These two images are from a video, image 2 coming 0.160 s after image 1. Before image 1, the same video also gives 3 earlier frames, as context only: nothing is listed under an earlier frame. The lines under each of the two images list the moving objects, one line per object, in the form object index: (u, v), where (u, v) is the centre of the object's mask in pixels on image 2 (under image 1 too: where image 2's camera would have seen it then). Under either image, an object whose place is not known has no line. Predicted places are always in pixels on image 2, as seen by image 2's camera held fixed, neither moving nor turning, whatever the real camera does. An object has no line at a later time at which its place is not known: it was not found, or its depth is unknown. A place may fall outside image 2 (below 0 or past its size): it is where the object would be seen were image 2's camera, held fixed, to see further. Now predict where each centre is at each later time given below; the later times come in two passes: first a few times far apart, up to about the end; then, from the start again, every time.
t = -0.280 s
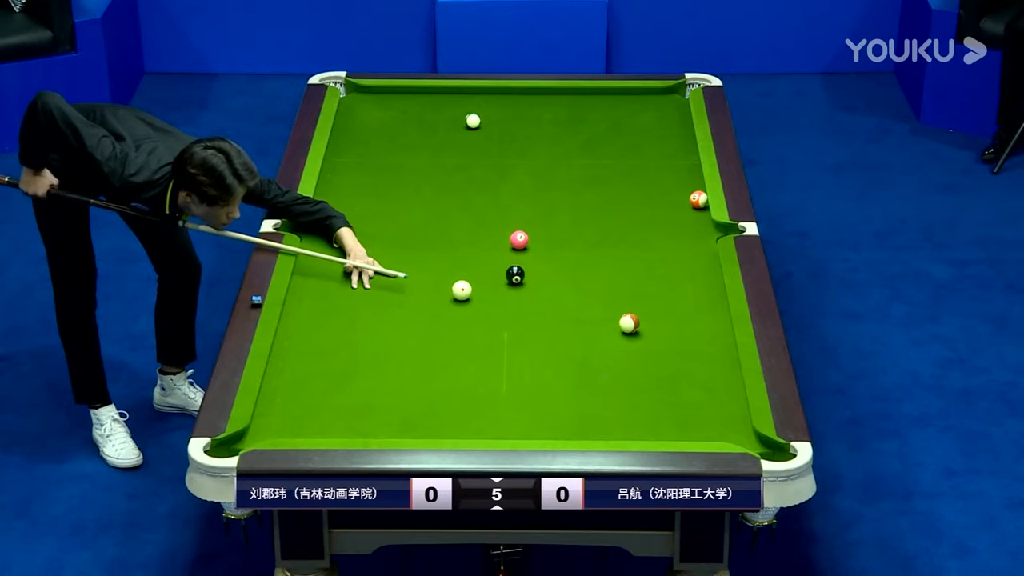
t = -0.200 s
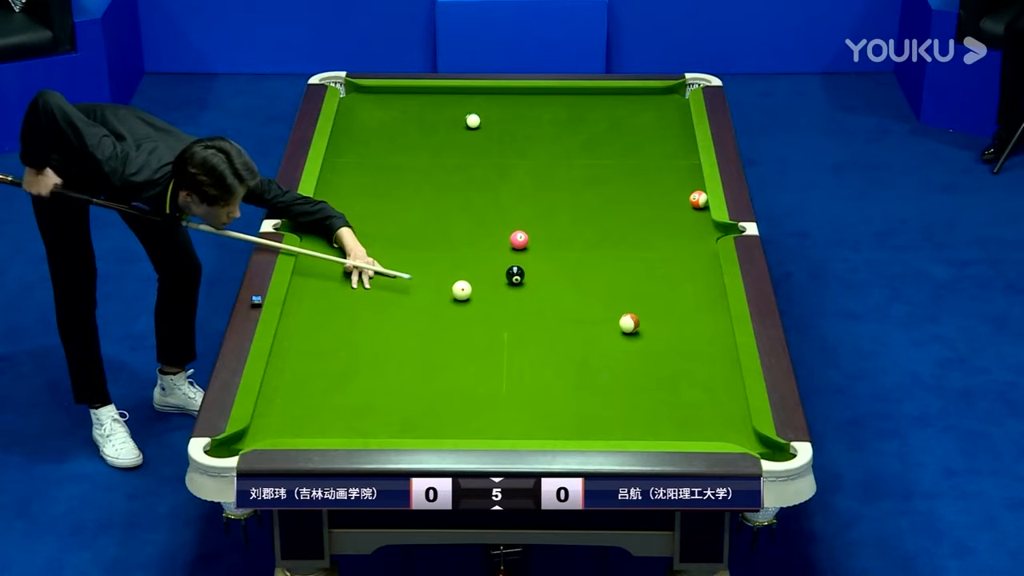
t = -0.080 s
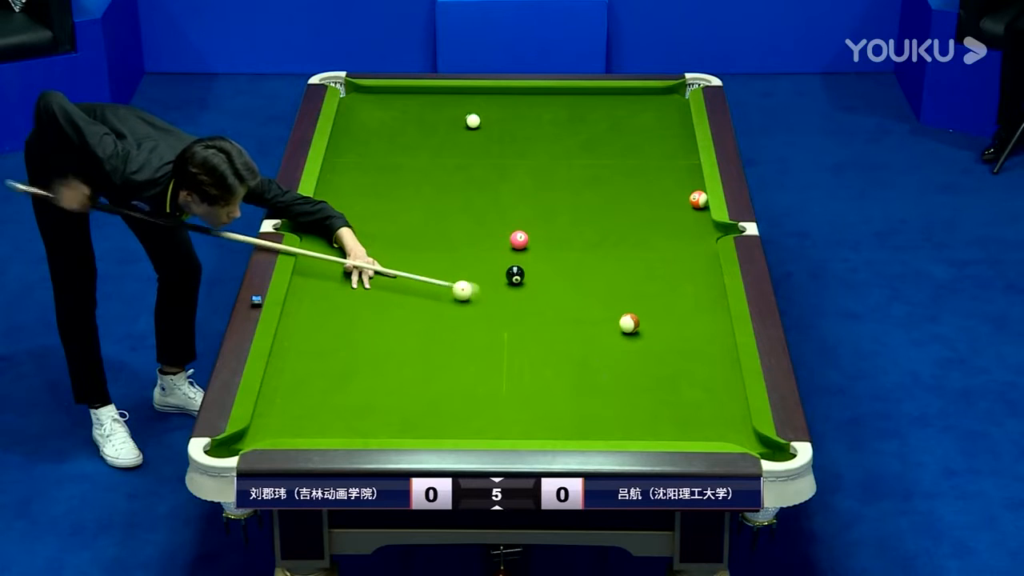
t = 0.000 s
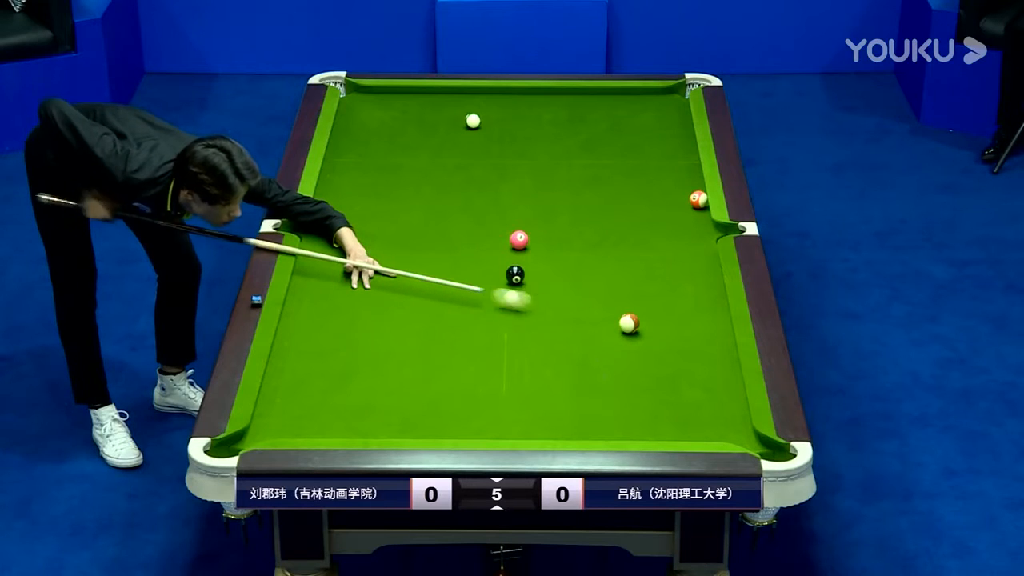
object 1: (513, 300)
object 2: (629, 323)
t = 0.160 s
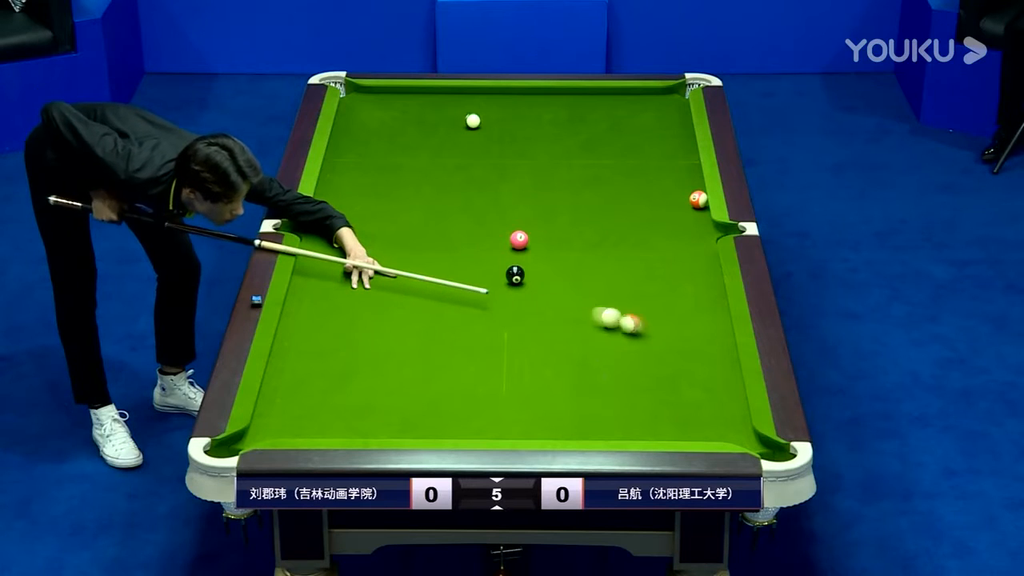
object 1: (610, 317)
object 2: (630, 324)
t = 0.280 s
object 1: (621, 316)
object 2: (692, 340)
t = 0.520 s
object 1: (662, 317)
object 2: (672, 357)
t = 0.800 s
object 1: (711, 320)
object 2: (592, 371)
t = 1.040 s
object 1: (701, 322)
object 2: (523, 382)
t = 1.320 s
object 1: (672, 325)
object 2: (442, 398)
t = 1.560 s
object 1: (648, 327)
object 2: (374, 410)
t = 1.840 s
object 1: (623, 329)
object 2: (295, 423)
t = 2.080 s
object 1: (603, 331)
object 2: (268, 433)
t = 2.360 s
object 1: (582, 334)
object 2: (285, 423)
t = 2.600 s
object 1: (566, 336)
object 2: (297, 411)
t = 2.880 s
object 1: (549, 338)
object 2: (311, 398)
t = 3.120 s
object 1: (536, 339)
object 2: (321, 388)
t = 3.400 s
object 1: (523, 341)
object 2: (331, 378)
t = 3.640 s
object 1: (513, 342)
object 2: (339, 371)
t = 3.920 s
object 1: (503, 343)
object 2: (346, 364)
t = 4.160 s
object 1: (497, 343)
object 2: (351, 358)
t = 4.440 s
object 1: (491, 343)
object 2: (356, 353)
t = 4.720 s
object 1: (487, 344)
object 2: (359, 349)
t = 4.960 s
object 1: (486, 345)
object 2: (361, 347)
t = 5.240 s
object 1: (486, 344)
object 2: (363, 346)
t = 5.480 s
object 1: (486, 344)
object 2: (364, 345)
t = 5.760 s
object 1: (486, 344)
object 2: (364, 346)
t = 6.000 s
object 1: (486, 344)
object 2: (364, 346)
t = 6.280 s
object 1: (486, 345)
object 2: (364, 346)
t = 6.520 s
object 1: (486, 345)
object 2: (364, 346)
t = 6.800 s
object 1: (486, 344)
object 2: (364, 346)
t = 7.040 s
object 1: (486, 344)
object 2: (364, 346)
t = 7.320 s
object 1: (486, 345)
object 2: (364, 346)
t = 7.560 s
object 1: (486, 345)
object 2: (364, 346)
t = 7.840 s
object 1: (486, 345)
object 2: (364, 346)
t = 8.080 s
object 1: (486, 345)
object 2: (364, 346)
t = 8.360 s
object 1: (486, 345)
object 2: (364, 346)
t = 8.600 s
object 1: (486, 345)
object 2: (364, 346)
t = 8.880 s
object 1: (486, 345)
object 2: (364, 346)
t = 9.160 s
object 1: (486, 344)
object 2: (364, 346)
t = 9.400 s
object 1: (486, 345)
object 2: (364, 346)
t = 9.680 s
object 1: (486, 345)
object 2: (364, 346)
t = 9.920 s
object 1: (486, 345)
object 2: (364, 346)
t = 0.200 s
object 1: (613, 317)
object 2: (649, 329)
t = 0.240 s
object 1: (617, 316)
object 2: (671, 334)
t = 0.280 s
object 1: (621, 316)
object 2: (692, 340)
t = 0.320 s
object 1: (627, 316)
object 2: (713, 344)
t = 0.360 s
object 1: (633, 316)
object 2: (723, 349)
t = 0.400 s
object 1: (640, 316)
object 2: (710, 351)
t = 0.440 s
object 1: (648, 317)
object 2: (698, 353)
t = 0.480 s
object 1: (655, 317)
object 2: (684, 354)
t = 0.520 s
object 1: (662, 317)
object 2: (672, 357)
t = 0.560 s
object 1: (669, 318)
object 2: (662, 360)
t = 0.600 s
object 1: (676, 318)
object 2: (650, 361)
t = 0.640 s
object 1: (684, 318)
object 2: (639, 363)
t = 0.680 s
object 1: (690, 319)
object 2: (626, 364)
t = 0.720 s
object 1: (697, 319)
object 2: (614, 368)
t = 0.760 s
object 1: (704, 319)
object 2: (603, 369)
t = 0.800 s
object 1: (711, 320)
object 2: (592, 371)
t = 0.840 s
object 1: (718, 320)
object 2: (580, 372)
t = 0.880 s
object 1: (719, 321)
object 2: (568, 374)
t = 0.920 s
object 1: (714, 321)
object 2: (557, 378)
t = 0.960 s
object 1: (710, 322)
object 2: (546, 379)
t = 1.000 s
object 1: (705, 322)
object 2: (536, 381)
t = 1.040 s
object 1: (701, 322)
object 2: (523, 382)
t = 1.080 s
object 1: (697, 323)
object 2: (511, 385)
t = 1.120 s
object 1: (693, 323)
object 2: (500, 388)
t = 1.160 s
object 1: (688, 323)
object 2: (489, 389)
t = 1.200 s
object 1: (684, 324)
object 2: (479, 391)
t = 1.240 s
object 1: (680, 324)
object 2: (466, 391)
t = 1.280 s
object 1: (676, 324)
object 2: (453, 394)
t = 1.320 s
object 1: (672, 325)
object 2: (442, 398)
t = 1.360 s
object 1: (668, 325)
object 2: (431, 399)
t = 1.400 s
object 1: (664, 326)
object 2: (421, 401)
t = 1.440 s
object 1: (660, 326)
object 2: (409, 402)
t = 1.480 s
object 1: (656, 326)
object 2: (397, 404)
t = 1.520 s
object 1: (652, 327)
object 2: (384, 408)
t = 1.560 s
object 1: (648, 327)
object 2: (374, 410)
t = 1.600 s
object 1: (645, 327)
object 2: (363, 411)
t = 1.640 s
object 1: (641, 328)
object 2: (353, 413)
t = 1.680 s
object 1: (637, 328)
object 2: (340, 414)
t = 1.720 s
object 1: (634, 328)
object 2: (328, 417)
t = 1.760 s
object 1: (630, 328)
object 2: (316, 420)
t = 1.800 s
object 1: (627, 329)
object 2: (306, 421)
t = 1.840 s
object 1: (623, 329)
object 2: (295, 423)
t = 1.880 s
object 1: (620, 330)
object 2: (284, 425)
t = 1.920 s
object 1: (616, 330)
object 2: (272, 427)
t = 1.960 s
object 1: (613, 331)
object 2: (259, 429)
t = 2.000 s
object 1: (610, 331)
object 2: (259, 431)
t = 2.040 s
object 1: (607, 331)
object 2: (264, 432)
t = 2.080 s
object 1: (603, 331)
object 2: (268, 433)
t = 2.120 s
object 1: (600, 332)
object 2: (272, 433)
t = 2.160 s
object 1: (597, 332)
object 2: (274, 432)
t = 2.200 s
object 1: (594, 332)
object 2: (277, 430)
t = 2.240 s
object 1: (591, 333)
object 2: (279, 429)
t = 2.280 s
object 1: (588, 333)
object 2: (281, 427)
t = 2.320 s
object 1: (585, 333)
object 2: (283, 425)
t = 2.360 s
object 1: (582, 334)
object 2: (285, 423)
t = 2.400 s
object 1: (579, 334)
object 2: (287, 421)
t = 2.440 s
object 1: (577, 334)
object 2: (289, 419)
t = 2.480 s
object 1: (574, 335)
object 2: (291, 417)
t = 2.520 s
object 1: (571, 335)
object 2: (293, 415)
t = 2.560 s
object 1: (569, 335)
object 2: (295, 413)
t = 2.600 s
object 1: (566, 336)
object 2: (297, 411)
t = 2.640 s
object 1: (563, 336)
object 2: (299, 409)
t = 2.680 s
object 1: (561, 336)
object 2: (301, 407)
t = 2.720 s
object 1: (558, 337)
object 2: (303, 405)
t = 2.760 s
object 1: (556, 337)
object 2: (305, 403)
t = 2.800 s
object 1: (554, 337)
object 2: (307, 402)
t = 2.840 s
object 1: (551, 337)
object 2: (309, 400)
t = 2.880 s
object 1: (549, 338)
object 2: (311, 398)
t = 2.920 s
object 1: (547, 338)
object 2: (312, 396)
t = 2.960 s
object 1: (544, 338)
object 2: (314, 394)
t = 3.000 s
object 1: (542, 339)
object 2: (316, 393)
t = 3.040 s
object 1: (540, 339)
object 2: (318, 391)
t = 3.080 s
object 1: (538, 339)
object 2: (319, 390)
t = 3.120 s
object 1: (536, 339)
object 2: (321, 388)
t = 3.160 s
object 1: (534, 340)
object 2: (323, 387)
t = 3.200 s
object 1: (532, 340)
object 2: (324, 386)
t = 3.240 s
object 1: (530, 340)
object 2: (325, 385)
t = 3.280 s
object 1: (528, 340)
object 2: (327, 383)
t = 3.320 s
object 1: (526, 340)
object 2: (328, 381)
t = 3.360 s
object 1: (524, 341)
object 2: (329, 380)
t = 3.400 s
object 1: (523, 341)
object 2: (331, 378)
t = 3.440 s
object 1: (521, 341)
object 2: (332, 377)
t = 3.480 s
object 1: (519, 341)
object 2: (334, 376)
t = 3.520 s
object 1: (518, 341)
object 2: (335, 375)
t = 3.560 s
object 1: (516, 342)
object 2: (336, 373)
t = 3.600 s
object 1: (514, 342)
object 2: (338, 372)
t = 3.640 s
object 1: (513, 342)
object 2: (339, 371)
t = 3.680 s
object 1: (511, 342)
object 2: (340, 370)
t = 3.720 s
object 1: (510, 342)
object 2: (340, 369)
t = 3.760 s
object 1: (508, 342)
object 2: (342, 368)
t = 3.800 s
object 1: (507, 342)
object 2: (343, 367)
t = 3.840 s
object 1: (506, 343)
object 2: (344, 365)
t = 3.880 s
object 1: (504, 343)
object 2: (345, 364)
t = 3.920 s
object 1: (503, 343)
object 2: (346, 364)
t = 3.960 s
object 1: (502, 343)
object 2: (347, 363)
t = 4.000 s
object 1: (501, 343)
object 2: (348, 361)
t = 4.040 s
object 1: (500, 343)
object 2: (349, 361)
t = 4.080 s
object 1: (499, 343)
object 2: (349, 360)
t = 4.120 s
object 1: (497, 343)
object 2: (350, 359)
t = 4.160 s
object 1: (497, 343)
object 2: (351, 358)
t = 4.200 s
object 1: (495, 343)
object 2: (352, 358)
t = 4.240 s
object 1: (495, 343)
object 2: (353, 357)
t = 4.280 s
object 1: (494, 343)
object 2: (354, 356)
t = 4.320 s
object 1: (493, 343)
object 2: (354, 355)
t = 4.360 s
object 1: (492, 343)
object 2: (355, 355)
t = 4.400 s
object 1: (491, 343)
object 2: (356, 354)
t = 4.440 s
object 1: (491, 343)
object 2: (356, 353)
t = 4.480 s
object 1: (490, 344)
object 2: (356, 353)
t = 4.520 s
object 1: (489, 344)
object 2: (357, 352)
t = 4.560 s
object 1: (489, 344)
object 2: (357, 351)
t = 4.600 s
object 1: (488, 344)
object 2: (357, 351)
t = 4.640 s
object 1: (488, 344)
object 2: (358, 350)
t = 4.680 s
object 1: (488, 344)
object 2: (359, 350)
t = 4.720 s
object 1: (487, 344)
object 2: (359, 349)
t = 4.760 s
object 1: (487, 344)
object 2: (359, 349)
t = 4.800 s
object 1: (487, 344)
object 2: (360, 349)
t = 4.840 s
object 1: (486, 344)
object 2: (360, 348)
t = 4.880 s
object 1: (486, 344)
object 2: (361, 348)
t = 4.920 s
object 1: (486, 344)
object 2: (361, 348)
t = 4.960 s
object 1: (486, 345)
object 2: (361, 347)
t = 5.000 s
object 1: (486, 345)
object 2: (362, 347)
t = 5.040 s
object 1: (486, 345)
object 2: (362, 347)
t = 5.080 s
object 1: (486, 345)
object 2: (362, 347)
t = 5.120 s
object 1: (486, 345)
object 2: (362, 346)
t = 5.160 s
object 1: (486, 345)
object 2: (363, 346)
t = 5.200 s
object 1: (486, 345)
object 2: (363, 346)
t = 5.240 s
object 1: (486, 344)
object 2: (363, 346)
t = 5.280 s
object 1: (486, 344)
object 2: (363, 346)
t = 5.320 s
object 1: (486, 345)
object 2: (363, 345)
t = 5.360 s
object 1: (486, 345)
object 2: (363, 345)
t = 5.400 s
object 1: (486, 345)
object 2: (364, 345)
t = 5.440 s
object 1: (486, 344)
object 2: (364, 345)
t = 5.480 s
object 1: (486, 344)
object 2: (364, 345)
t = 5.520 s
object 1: (486, 344)
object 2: (364, 345)
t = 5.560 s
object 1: (486, 345)
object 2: (364, 345)
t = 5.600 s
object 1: (486, 344)
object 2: (364, 345)
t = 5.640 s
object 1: (486, 345)
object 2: (364, 346)
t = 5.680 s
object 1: (486, 345)
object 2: (364, 346)
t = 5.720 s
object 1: (486, 344)
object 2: (364, 346)
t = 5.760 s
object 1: (486, 344)
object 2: (364, 346)
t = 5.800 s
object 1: (486, 345)
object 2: (364, 346)
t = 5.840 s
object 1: (486, 345)
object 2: (364, 346)
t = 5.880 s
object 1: (486, 345)
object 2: (364, 346)
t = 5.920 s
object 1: (486, 344)
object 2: (364, 346)
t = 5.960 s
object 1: (486, 344)
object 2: (364, 346)
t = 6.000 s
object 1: (486, 344)
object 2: (364, 346)
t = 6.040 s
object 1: (486, 345)
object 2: (364, 346)
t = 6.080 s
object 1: (486, 345)
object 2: (364, 346)
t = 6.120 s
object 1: (486, 345)
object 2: (364, 346)
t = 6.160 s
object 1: (486, 344)
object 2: (364, 346)
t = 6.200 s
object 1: (486, 344)
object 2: (364, 346)
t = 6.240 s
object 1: (486, 345)
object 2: (364, 346)
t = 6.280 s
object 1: (486, 345)
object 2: (364, 346)
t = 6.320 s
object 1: (486, 345)
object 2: (364, 346)
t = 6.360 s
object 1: (486, 344)
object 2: (364, 346)
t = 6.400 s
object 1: (486, 344)
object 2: (364, 346)
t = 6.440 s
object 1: (486, 344)
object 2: (364, 346)
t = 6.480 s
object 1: (486, 345)
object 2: (364, 346)
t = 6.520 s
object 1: (486, 345)
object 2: (364, 346)
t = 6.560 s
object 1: (486, 344)
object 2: (364, 346)
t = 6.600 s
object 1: (486, 345)
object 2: (364, 346)
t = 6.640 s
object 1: (486, 344)
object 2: (364, 346)
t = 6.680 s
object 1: (486, 345)
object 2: (364, 346)
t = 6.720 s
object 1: (486, 344)
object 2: (364, 346)
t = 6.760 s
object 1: (486, 344)
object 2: (364, 346)
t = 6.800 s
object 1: (486, 344)
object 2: (364, 346)
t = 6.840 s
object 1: (486, 344)
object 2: (364, 346)
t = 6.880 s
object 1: (486, 344)
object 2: (364, 346)
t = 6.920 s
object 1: (486, 345)
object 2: (364, 346)
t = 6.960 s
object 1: (486, 345)
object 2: (364, 346)
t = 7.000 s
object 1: (486, 344)
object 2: (364, 346)
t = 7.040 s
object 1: (486, 344)
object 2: (364, 346)
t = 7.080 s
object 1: (486, 345)
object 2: (364, 346)
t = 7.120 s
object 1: (486, 344)
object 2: (364, 346)
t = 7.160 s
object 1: (486, 345)
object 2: (364, 346)
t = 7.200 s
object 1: (486, 344)
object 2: (364, 346)
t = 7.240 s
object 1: (486, 344)
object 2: (364, 346)
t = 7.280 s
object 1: (486, 344)
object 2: (364, 346)
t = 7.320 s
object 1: (486, 345)
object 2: (364, 346)
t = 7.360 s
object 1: (486, 344)
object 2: (364, 346)
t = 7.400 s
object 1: (486, 345)
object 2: (364, 346)
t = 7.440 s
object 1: (486, 345)
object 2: (364, 346)
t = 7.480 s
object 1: (486, 344)
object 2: (364, 346)
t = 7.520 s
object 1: (486, 344)
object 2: (364, 346)
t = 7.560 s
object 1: (486, 345)
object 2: (364, 346)
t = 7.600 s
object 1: (486, 344)
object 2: (364, 346)
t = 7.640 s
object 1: (486, 345)
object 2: (364, 346)
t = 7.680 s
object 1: (486, 345)
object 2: (364, 346)
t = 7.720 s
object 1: (486, 344)
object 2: (364, 346)
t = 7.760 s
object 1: (486, 344)
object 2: (364, 346)
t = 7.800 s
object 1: (486, 345)
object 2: (364, 346)
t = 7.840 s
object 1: (486, 345)
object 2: (364, 346)
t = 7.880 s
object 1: (486, 345)
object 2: (364, 346)
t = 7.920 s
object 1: (486, 344)
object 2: (364, 346)
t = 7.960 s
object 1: (486, 344)
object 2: (364, 346)
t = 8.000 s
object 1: (486, 344)
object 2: (364, 346)
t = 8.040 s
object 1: (486, 345)
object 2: (364, 346)
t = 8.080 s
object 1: (486, 345)
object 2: (364, 346)
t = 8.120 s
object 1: (486, 345)
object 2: (364, 346)
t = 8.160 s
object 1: (486, 344)
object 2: (364, 346)
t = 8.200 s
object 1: (486, 344)
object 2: (364, 346)
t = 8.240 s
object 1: (486, 344)
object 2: (364, 346)
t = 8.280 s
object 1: (486, 345)
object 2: (364, 346)
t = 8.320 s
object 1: (486, 345)
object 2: (364, 346)
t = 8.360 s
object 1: (486, 345)
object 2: (364, 346)
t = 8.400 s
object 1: (486, 344)
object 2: (364, 346)
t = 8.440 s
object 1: (486, 345)
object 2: (364, 346)
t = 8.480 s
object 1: (486, 345)
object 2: (364, 346)
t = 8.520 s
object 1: (486, 345)
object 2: (364, 346)
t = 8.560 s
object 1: (486, 345)
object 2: (364, 346)
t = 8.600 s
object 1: (486, 345)
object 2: (364, 346)
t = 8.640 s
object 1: (486, 345)
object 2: (364, 346)
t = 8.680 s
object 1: (486, 344)
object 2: (364, 346)
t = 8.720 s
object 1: (486, 345)
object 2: (364, 346)
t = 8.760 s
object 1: (486, 345)
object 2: (364, 346)
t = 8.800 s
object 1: (486, 344)
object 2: (364, 346)
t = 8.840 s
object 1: (486, 345)
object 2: (364, 346)
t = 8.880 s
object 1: (486, 345)
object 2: (364, 346)
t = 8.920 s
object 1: (486, 344)
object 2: (364, 346)
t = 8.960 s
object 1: (486, 345)
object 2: (364, 346)
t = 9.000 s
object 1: (486, 345)
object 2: (364, 346)
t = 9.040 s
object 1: (486, 344)
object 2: (364, 346)
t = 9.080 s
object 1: (486, 345)
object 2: (364, 346)
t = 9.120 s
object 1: (486, 344)
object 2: (364, 346)
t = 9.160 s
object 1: (486, 344)
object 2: (364, 346)
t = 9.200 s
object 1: (486, 344)
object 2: (364, 346)
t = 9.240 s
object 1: (486, 345)
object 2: (364, 346)
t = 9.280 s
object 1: (486, 345)
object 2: (364, 346)
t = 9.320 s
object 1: (486, 344)
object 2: (364, 346)
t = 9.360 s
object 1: (486, 344)
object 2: (364, 346)
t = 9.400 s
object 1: (486, 345)
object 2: (364, 346)
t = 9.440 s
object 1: (486, 345)
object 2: (364, 346)
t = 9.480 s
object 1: (486, 344)
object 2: (364, 346)
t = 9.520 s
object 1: (486, 345)
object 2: (364, 346)
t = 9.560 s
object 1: (486, 344)
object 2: (364, 346)
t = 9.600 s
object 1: (486, 344)
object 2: (364, 346)
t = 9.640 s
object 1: (486, 345)
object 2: (364, 346)
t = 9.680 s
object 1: (486, 345)
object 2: (364, 346)
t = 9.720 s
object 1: (486, 345)
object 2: (364, 346)
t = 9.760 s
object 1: (486, 345)
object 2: (364, 346)
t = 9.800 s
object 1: (486, 345)
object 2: (364, 346)
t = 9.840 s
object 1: (486, 345)
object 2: (364, 346)
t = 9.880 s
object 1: (486, 345)
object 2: (364, 346)
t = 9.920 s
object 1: (486, 345)
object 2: (364, 346)
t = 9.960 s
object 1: (486, 345)
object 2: (364, 346)
